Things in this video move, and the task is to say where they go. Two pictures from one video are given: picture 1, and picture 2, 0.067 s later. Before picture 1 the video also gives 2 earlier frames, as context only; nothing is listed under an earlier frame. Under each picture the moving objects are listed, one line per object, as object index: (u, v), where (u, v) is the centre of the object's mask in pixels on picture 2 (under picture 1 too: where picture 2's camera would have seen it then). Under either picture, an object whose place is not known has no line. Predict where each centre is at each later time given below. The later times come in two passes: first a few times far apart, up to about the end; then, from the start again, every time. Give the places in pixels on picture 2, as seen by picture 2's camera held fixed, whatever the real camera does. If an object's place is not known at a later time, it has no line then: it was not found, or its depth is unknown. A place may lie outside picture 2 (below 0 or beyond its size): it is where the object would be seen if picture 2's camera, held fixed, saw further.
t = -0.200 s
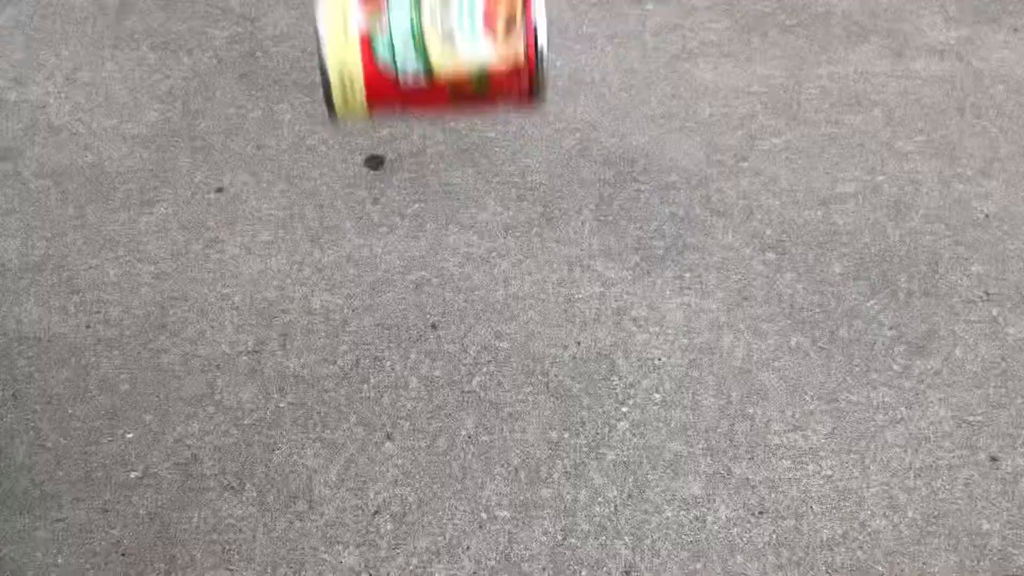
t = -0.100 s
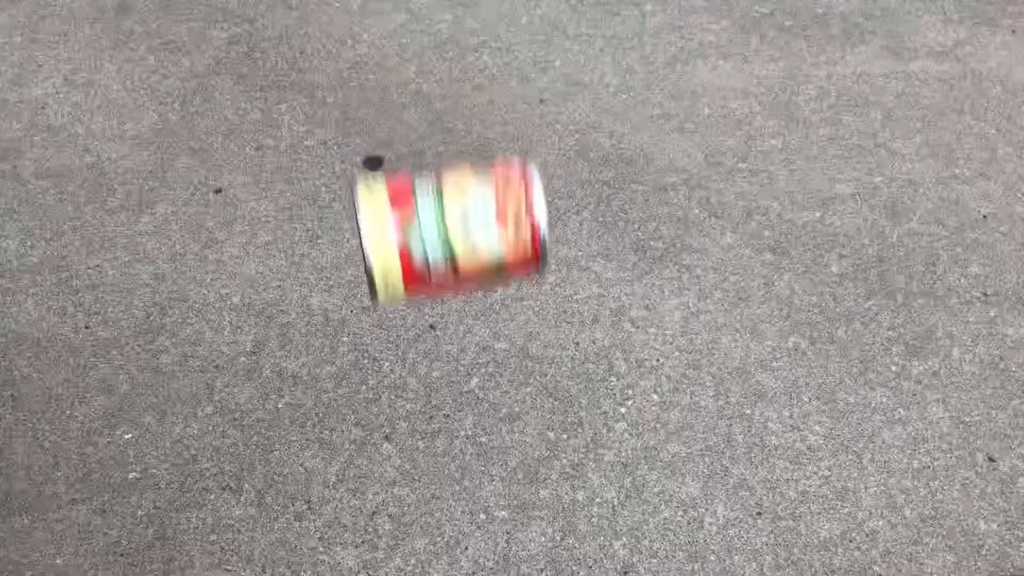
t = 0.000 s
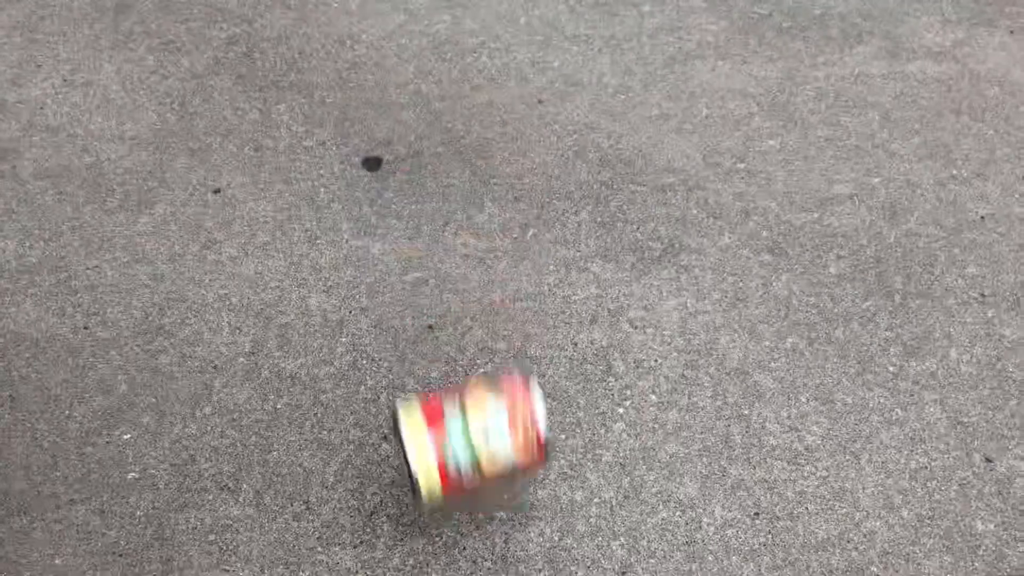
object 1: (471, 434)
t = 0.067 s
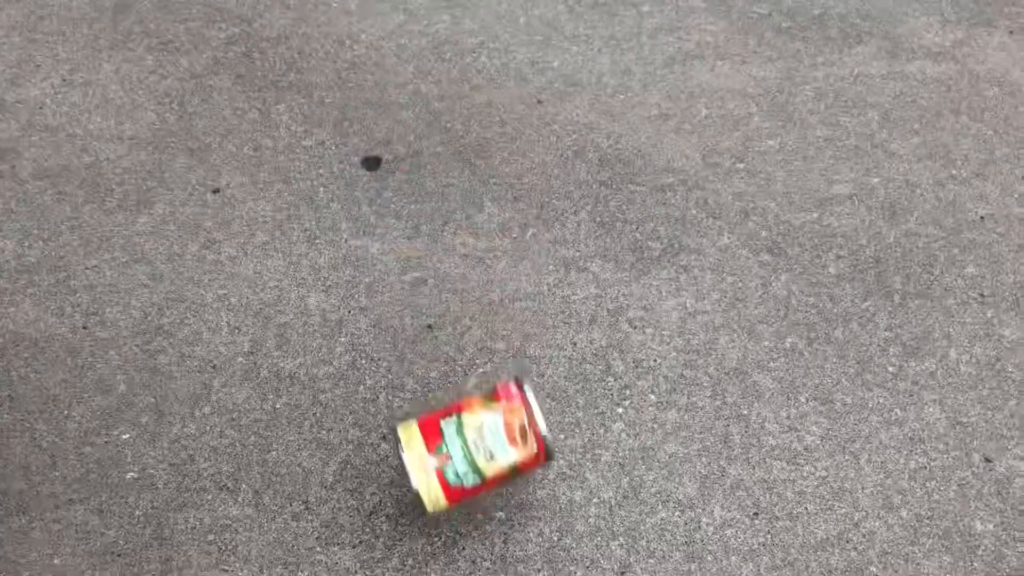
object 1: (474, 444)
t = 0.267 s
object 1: (484, 469)
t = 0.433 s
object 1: (521, 505)
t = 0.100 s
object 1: (471, 430)
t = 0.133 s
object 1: (472, 423)
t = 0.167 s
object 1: (473, 423)
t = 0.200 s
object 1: (475, 430)
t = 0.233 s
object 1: (479, 446)
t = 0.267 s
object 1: (484, 469)
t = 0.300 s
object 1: (492, 482)
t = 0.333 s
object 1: (502, 487)
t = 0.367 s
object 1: (511, 498)
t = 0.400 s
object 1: (521, 509)
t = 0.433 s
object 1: (521, 505)
